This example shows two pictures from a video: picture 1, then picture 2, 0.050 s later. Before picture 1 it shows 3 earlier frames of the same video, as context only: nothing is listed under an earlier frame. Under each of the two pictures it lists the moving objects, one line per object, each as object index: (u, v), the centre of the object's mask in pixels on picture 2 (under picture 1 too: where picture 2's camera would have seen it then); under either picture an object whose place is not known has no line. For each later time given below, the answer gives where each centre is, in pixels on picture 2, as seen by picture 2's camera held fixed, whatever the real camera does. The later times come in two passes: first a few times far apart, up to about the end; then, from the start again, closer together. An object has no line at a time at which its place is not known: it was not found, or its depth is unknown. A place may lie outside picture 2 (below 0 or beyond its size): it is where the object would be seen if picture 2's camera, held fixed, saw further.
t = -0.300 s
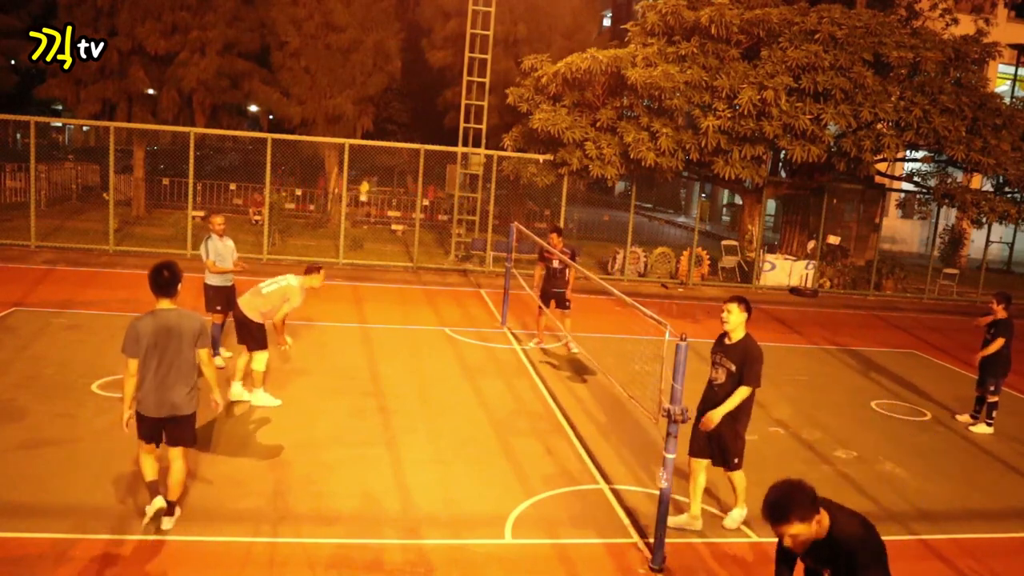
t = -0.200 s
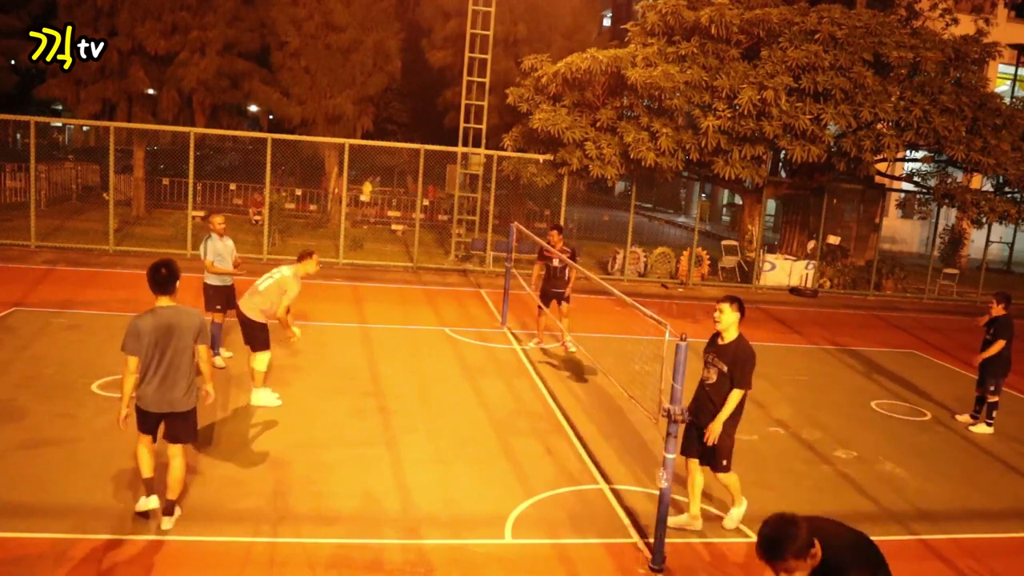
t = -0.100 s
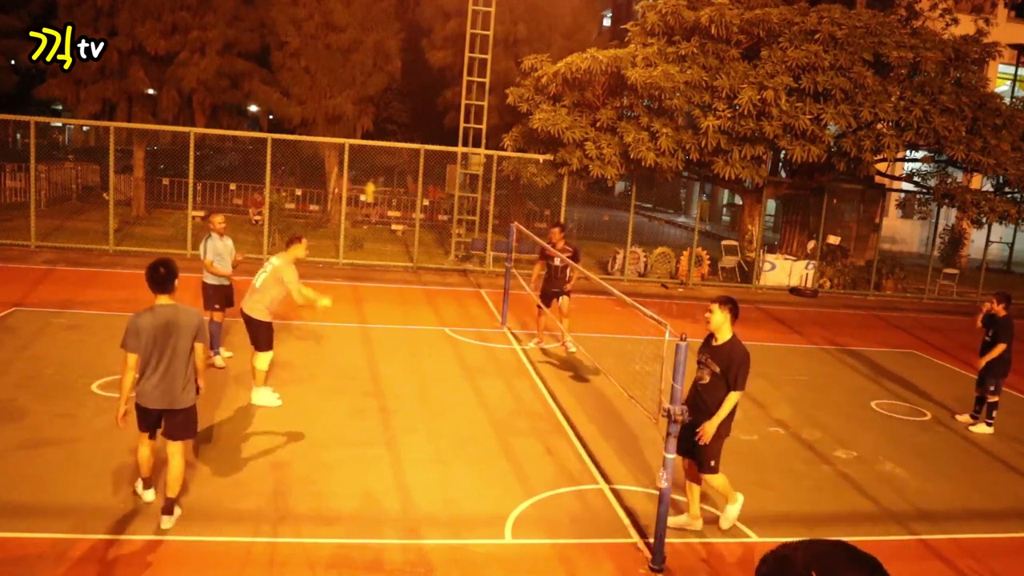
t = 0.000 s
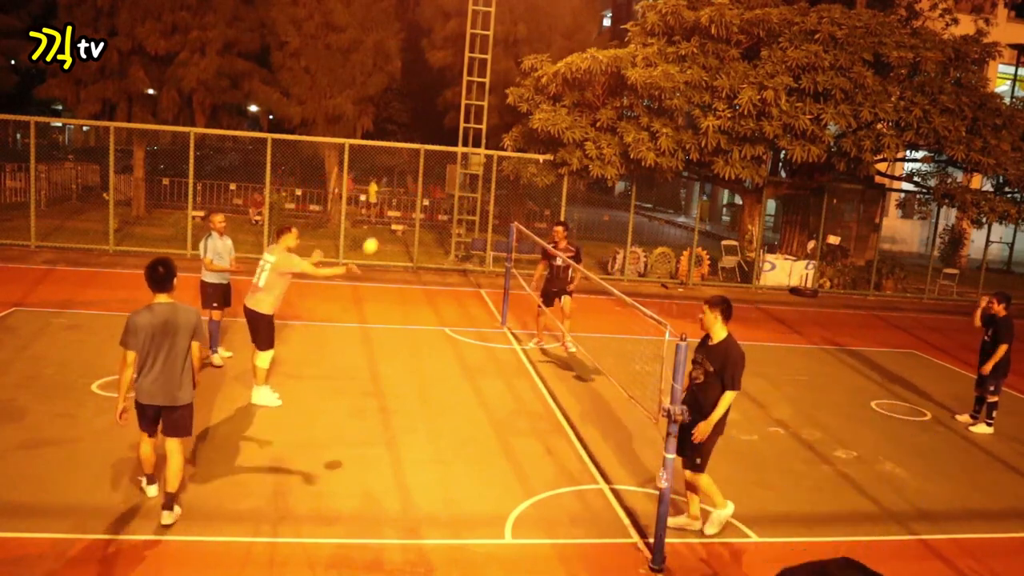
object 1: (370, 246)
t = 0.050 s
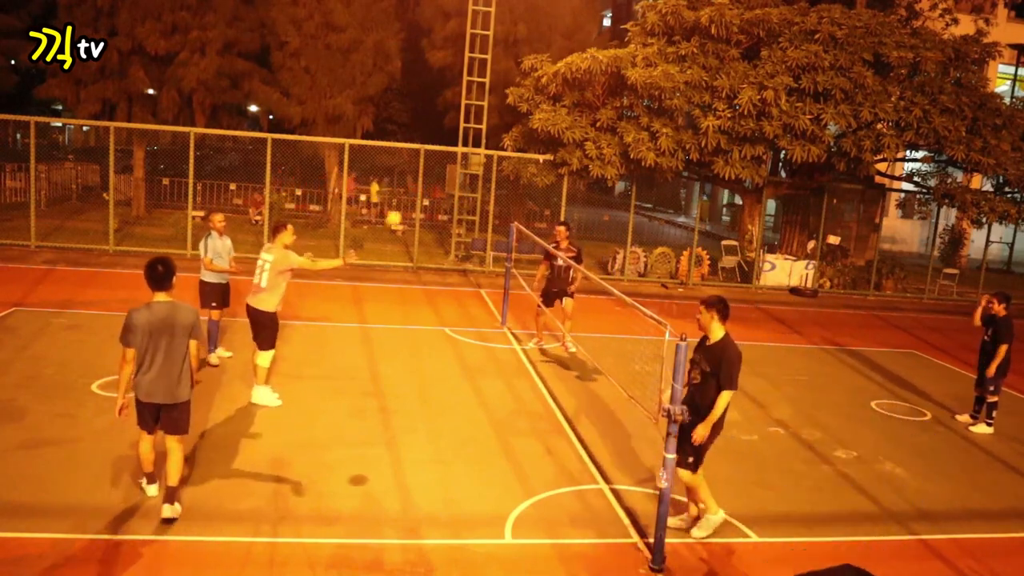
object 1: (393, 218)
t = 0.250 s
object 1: (480, 142)
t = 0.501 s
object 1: (576, 107)
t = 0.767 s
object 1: (663, 135)
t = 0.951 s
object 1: (711, 191)
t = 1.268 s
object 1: (772, 336)
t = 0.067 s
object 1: (400, 212)
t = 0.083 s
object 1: (408, 204)
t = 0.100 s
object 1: (416, 196)
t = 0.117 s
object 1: (423, 189)
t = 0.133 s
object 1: (430, 183)
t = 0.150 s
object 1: (437, 175)
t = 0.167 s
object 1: (444, 170)
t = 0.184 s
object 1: (451, 163)
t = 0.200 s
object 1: (459, 158)
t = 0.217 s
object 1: (466, 153)
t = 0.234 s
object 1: (473, 147)
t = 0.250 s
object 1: (480, 142)
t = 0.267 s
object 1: (486, 139)
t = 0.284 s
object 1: (493, 134)
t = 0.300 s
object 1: (500, 130)
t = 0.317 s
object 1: (507, 127)
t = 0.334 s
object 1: (513, 123)
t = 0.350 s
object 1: (520, 121)
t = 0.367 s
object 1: (526, 118)
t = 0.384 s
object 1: (532, 116)
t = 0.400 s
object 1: (539, 113)
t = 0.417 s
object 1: (545, 111)
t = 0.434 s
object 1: (552, 109)
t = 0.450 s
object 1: (558, 109)
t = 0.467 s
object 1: (564, 107)
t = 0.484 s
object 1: (570, 107)
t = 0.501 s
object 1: (576, 107)
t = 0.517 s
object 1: (582, 107)
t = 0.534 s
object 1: (588, 107)
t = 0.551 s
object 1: (593, 107)
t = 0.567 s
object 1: (599, 108)
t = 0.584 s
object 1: (605, 109)
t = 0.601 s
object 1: (611, 110)
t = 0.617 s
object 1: (616, 112)
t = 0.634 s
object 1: (621, 113)
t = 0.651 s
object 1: (626, 115)
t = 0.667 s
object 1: (632, 117)
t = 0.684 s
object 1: (638, 120)
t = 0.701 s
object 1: (643, 122)
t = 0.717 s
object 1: (648, 125)
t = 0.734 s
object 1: (653, 129)
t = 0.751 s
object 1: (658, 132)
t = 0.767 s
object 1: (663, 135)
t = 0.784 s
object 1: (667, 140)
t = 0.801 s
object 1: (672, 144)
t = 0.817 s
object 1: (677, 148)
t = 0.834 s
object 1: (681, 153)
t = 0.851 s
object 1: (685, 158)
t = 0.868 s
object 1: (690, 163)
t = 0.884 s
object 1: (695, 168)
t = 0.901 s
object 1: (699, 173)
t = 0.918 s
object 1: (703, 179)
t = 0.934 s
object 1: (707, 185)
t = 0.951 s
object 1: (711, 191)
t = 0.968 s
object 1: (715, 197)
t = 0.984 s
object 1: (718, 203)
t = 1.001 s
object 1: (723, 210)
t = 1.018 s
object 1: (726, 217)
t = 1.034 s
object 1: (730, 224)
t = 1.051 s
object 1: (734, 231)
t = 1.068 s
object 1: (737, 238)
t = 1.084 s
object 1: (741, 246)
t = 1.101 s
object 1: (744, 253)
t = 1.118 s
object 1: (747, 262)
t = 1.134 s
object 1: (750, 269)
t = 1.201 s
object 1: (762, 302)
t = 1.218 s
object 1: (765, 311)
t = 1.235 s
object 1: (767, 320)
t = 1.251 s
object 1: (770, 328)
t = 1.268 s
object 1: (772, 336)
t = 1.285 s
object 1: (774, 346)
